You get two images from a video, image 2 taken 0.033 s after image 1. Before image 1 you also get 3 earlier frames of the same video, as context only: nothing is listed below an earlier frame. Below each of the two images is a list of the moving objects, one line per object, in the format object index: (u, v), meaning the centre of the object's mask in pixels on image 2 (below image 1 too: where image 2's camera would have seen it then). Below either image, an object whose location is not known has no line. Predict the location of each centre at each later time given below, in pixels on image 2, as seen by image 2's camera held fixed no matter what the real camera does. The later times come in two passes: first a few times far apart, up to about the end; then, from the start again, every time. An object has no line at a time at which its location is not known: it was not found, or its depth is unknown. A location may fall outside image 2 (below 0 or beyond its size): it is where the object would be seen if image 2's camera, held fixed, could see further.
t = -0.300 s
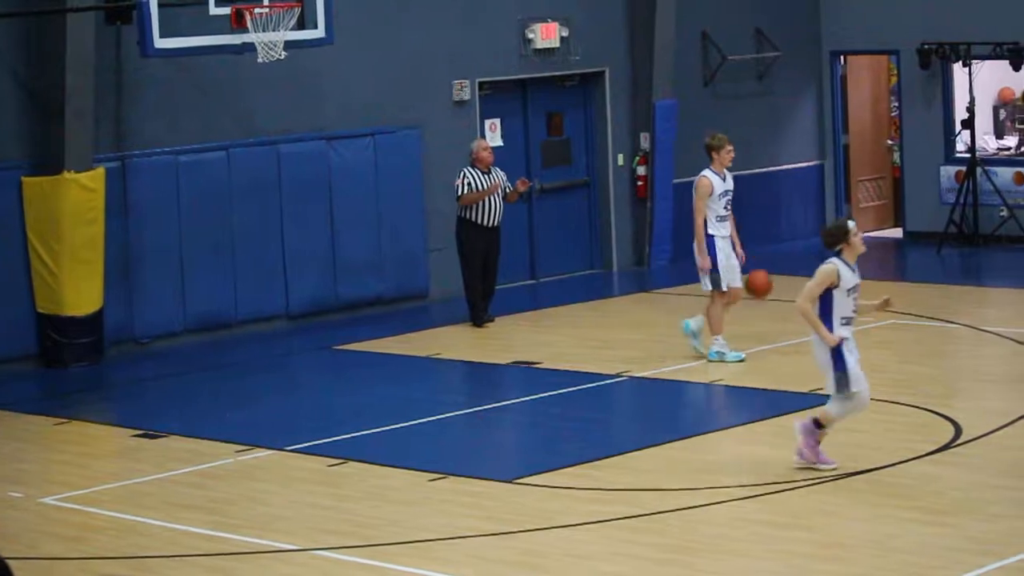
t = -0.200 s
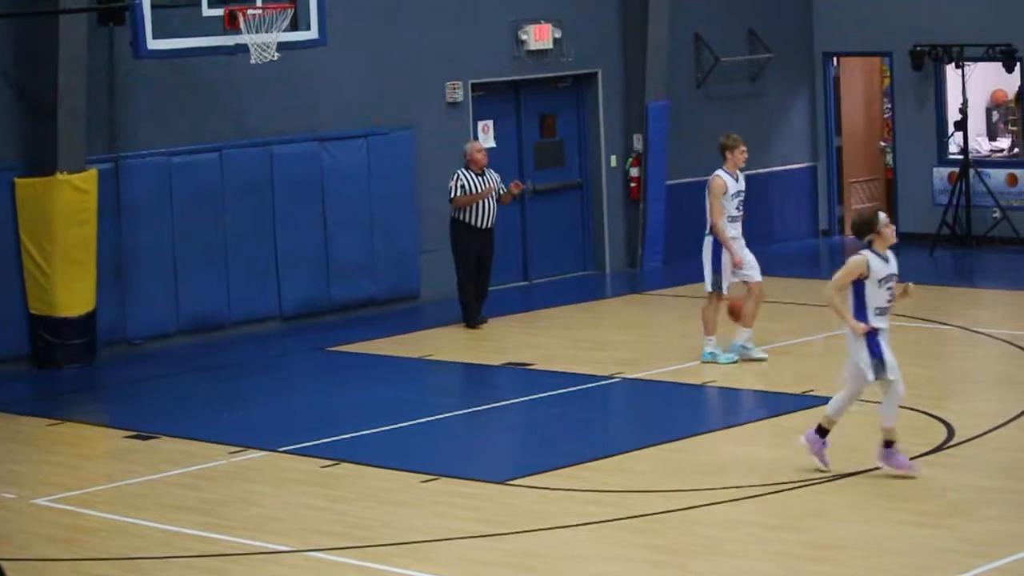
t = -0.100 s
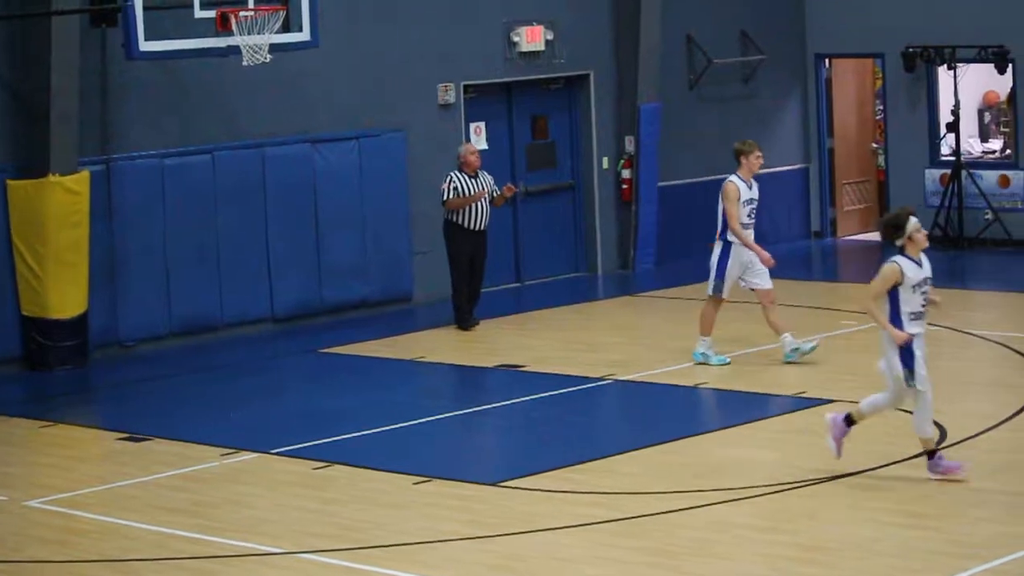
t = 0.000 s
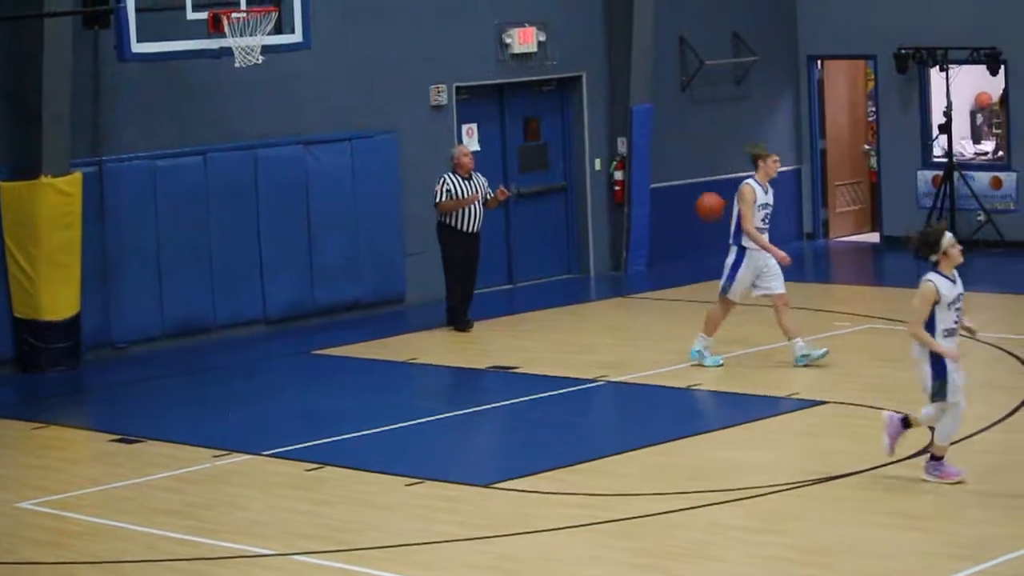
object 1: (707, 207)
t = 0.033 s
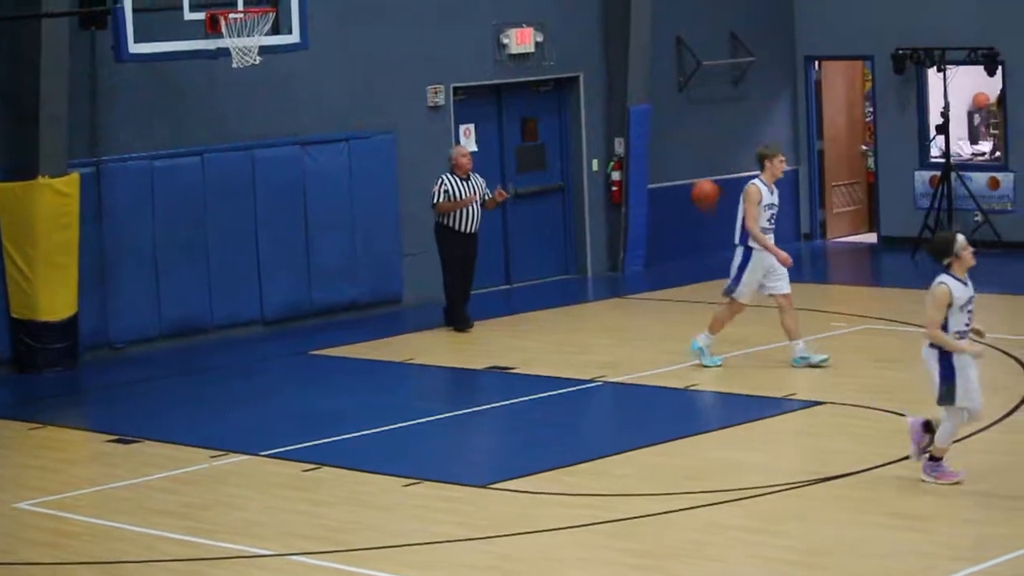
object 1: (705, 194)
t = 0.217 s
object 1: (692, 143)
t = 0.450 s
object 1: (680, 134)
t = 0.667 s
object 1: (669, 184)
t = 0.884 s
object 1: (661, 286)
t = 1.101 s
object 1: (647, 277)
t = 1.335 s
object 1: (629, 213)
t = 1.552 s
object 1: (614, 209)
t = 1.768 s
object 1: (602, 259)
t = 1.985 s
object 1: (590, 325)
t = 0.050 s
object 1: (704, 187)
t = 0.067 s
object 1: (703, 181)
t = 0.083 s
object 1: (702, 175)
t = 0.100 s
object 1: (700, 170)
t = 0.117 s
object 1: (699, 165)
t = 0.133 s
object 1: (698, 161)
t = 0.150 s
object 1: (697, 156)
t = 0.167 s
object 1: (696, 153)
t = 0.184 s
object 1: (694, 149)
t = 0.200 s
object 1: (694, 146)
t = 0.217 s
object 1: (692, 143)
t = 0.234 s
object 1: (691, 140)
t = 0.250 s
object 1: (691, 138)
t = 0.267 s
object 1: (690, 135)
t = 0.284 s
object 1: (687, 133)
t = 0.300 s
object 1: (687, 132)
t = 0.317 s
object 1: (685, 131)
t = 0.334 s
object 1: (685, 130)
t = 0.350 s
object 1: (684, 130)
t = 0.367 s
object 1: (684, 130)
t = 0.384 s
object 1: (683, 130)
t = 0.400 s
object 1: (682, 131)
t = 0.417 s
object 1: (681, 131)
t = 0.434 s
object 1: (680, 132)
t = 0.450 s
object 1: (680, 134)
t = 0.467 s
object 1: (677, 136)
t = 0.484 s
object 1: (677, 137)
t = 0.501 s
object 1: (676, 141)
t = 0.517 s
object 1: (675, 143)
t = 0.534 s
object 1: (675, 147)
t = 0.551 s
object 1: (674, 150)
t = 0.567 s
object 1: (672, 154)
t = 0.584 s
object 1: (673, 158)
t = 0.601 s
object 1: (671, 162)
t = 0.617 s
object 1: (671, 167)
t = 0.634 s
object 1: (670, 172)
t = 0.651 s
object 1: (670, 178)
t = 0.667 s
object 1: (669, 184)
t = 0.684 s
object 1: (668, 190)
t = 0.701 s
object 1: (667, 196)
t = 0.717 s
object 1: (666, 203)
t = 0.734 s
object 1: (666, 210)
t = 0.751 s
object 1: (665, 218)
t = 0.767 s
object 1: (664, 225)
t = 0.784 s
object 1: (664, 233)
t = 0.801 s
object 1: (663, 241)
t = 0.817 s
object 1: (663, 250)
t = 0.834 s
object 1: (662, 258)
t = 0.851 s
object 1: (661, 268)
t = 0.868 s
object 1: (661, 276)
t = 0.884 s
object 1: (661, 286)
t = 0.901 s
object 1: (660, 296)
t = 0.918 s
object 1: (660, 308)
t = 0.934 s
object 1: (659, 318)
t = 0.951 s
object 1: (659, 329)
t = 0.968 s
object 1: (659, 340)
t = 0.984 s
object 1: (657, 333)
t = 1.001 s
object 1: (656, 323)
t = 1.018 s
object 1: (654, 315)
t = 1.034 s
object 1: (653, 307)
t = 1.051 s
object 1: (652, 299)
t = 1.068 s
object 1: (650, 291)
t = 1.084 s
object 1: (648, 284)
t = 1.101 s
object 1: (647, 277)
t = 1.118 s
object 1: (646, 270)
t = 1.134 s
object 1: (645, 264)
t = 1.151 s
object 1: (644, 258)
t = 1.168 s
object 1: (643, 253)
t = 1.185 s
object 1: (641, 248)
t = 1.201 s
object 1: (639, 242)
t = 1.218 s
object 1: (638, 237)
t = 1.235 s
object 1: (636, 233)
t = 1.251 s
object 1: (635, 229)
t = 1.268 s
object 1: (634, 225)
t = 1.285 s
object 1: (633, 221)
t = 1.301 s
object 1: (633, 219)
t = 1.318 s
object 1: (631, 216)
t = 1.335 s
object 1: (629, 213)
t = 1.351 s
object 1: (628, 211)
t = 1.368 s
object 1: (627, 209)
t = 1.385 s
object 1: (626, 208)
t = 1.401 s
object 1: (624, 206)
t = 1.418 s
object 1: (622, 205)
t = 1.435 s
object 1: (621, 205)
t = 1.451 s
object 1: (620, 205)
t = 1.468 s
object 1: (619, 205)
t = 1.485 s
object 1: (618, 205)
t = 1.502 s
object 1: (617, 205)
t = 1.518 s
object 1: (617, 206)
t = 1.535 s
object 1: (615, 207)
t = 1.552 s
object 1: (614, 209)
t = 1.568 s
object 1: (613, 211)
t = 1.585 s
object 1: (613, 213)
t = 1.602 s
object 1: (612, 216)
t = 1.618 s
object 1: (611, 218)
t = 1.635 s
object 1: (609, 222)
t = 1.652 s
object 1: (609, 226)
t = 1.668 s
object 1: (607, 229)
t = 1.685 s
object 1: (606, 233)
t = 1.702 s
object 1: (605, 237)
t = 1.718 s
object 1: (605, 242)
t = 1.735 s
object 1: (604, 247)
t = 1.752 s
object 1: (603, 253)
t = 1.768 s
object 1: (602, 259)
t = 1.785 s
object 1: (601, 264)
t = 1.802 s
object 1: (600, 271)
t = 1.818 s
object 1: (600, 277)
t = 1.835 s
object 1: (599, 284)
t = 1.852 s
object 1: (598, 292)
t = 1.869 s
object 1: (596, 299)
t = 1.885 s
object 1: (595, 307)
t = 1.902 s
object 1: (595, 316)
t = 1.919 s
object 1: (594, 325)
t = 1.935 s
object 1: (593, 333)
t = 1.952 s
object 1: (593, 338)
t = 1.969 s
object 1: (591, 331)
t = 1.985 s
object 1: (590, 325)
